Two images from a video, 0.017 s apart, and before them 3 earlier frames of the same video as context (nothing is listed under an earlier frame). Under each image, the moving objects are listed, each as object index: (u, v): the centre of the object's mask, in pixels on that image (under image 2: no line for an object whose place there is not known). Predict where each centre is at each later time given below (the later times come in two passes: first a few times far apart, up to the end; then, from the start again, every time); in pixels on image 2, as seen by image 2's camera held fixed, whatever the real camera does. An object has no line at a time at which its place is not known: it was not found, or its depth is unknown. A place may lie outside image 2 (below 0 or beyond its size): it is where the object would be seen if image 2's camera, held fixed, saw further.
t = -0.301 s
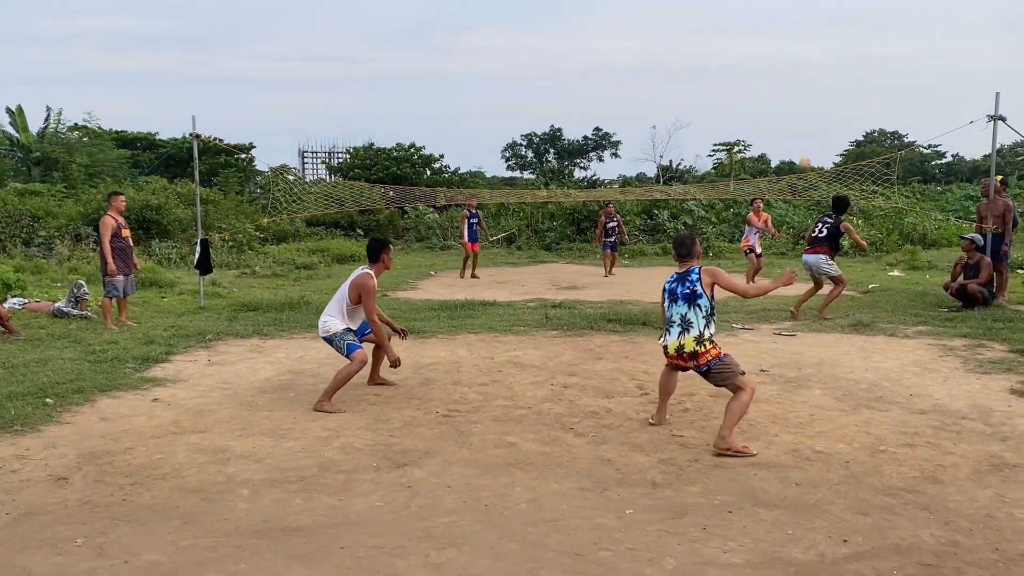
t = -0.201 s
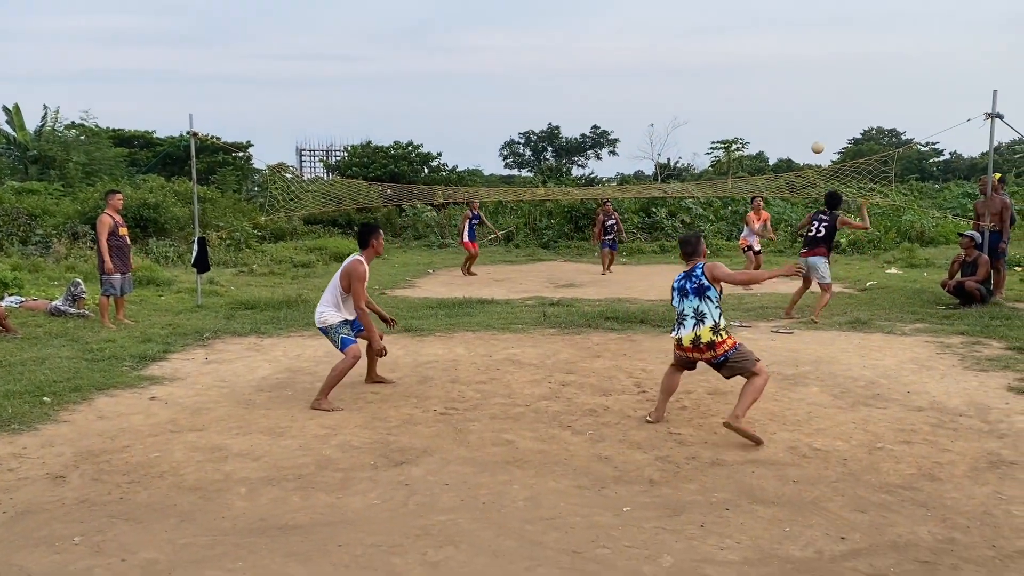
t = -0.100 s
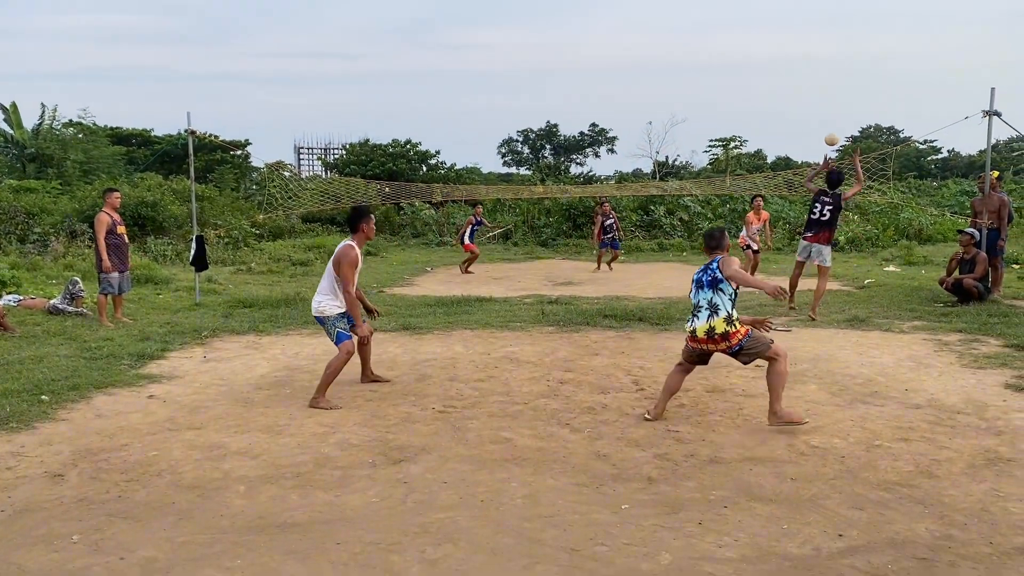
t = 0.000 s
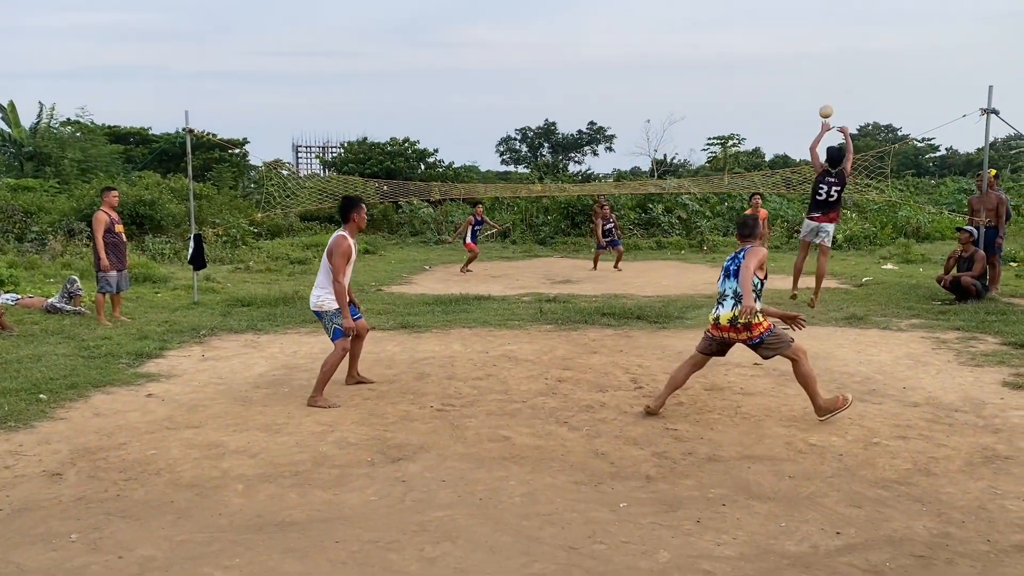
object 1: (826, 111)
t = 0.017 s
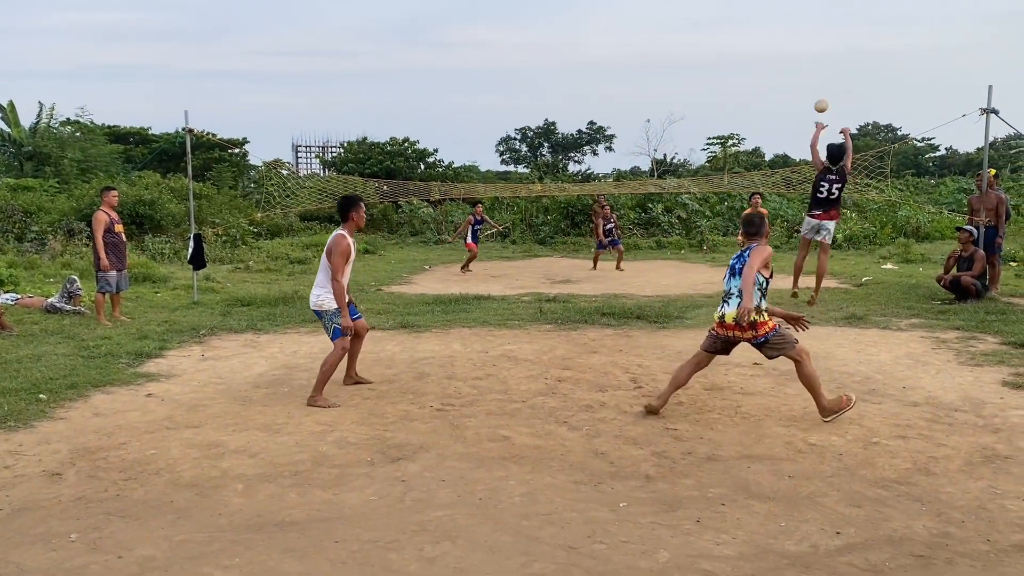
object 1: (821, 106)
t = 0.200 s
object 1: (773, 65)
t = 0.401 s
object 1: (727, 55)
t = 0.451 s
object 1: (717, 58)
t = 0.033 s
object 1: (816, 101)
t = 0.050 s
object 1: (812, 96)
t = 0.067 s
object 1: (808, 91)
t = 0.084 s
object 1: (803, 87)
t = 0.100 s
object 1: (799, 84)
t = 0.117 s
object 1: (794, 80)
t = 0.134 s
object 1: (790, 76)
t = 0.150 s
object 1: (786, 73)
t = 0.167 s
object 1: (781, 70)
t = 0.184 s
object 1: (777, 68)
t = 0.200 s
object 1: (773, 65)
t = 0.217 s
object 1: (769, 63)
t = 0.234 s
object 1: (765, 61)
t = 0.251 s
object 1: (761, 60)
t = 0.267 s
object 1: (757, 58)
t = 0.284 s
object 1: (754, 57)
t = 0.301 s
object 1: (750, 56)
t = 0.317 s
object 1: (746, 55)
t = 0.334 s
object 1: (742, 55)
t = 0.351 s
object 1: (738, 55)
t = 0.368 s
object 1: (735, 55)
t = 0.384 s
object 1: (731, 55)
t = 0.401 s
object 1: (727, 55)
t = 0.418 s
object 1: (724, 56)
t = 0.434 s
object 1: (720, 57)
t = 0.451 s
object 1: (717, 58)
